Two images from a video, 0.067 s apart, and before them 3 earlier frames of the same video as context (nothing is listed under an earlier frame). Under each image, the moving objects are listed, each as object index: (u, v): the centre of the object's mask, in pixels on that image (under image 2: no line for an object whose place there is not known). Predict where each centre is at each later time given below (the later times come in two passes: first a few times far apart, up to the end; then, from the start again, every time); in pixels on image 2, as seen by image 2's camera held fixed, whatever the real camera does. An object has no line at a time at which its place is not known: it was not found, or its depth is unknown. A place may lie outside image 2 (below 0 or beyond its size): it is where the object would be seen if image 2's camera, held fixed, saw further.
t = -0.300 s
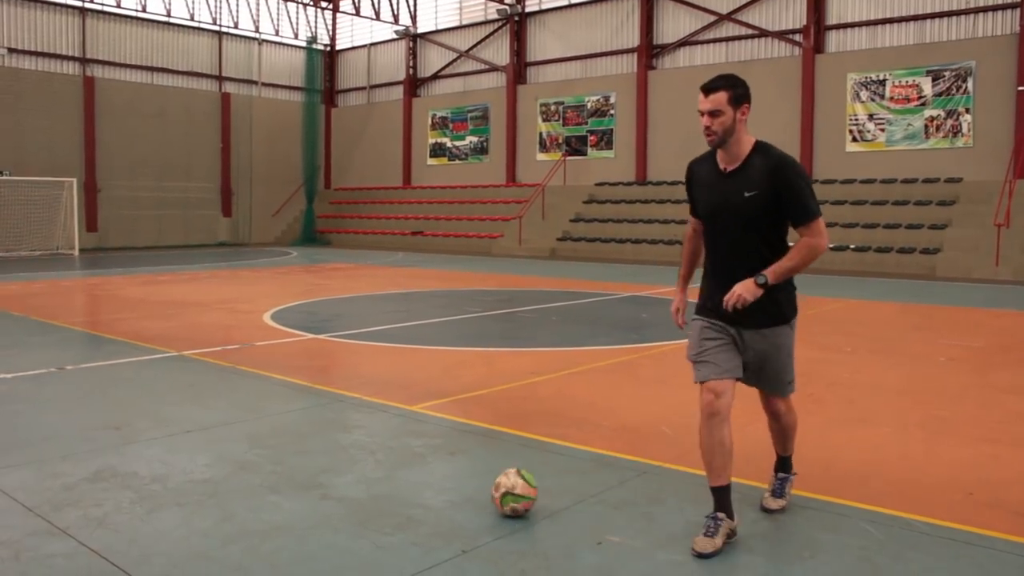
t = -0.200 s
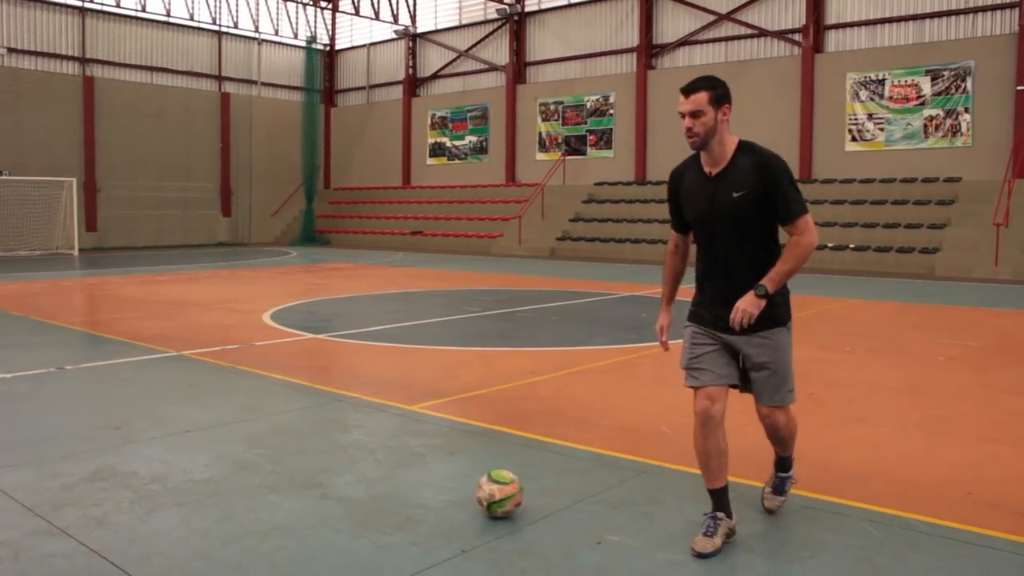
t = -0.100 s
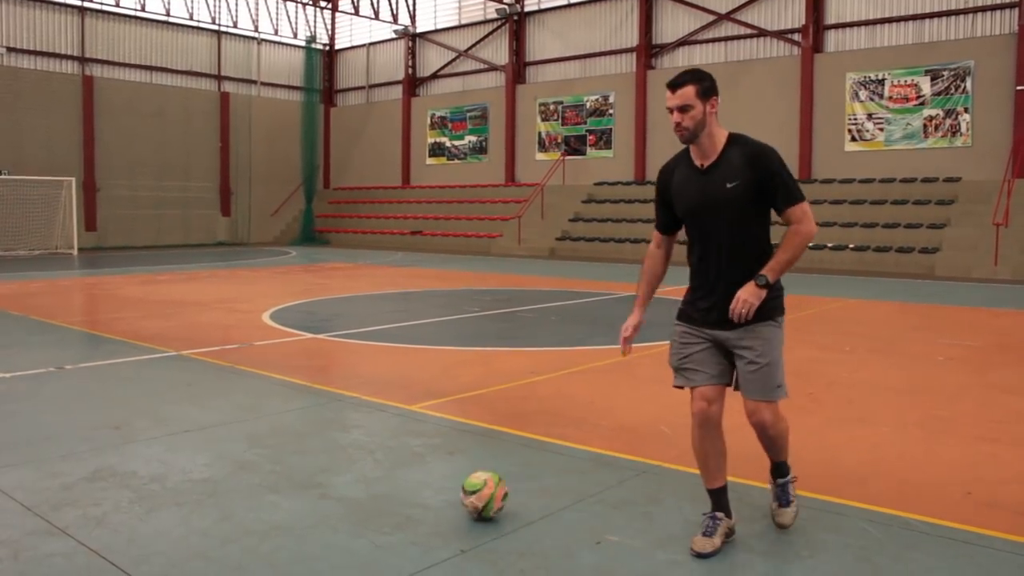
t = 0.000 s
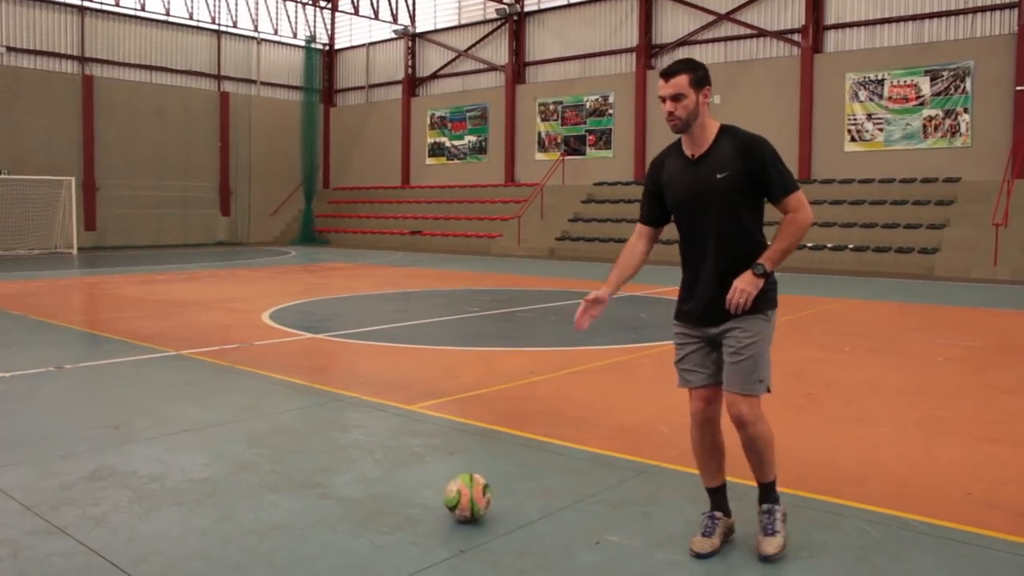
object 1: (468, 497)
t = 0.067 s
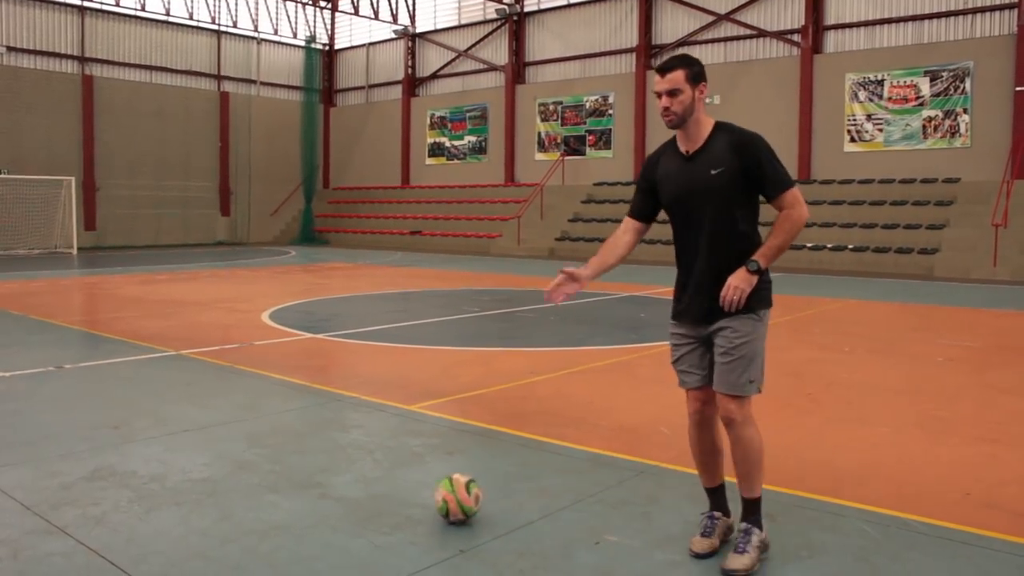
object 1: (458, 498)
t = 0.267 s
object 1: (428, 502)
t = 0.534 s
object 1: (390, 507)
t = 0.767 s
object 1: (355, 511)
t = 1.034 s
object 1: (312, 516)
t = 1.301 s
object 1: (270, 521)
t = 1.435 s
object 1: (250, 523)
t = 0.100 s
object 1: (453, 499)
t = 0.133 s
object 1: (448, 500)
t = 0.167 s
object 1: (443, 500)
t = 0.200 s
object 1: (438, 501)
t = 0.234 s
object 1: (433, 501)
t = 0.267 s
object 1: (428, 502)
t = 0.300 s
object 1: (423, 503)
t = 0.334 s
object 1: (418, 503)
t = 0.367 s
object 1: (414, 504)
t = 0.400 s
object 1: (409, 504)
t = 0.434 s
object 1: (405, 505)
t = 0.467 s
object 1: (400, 506)
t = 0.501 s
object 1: (395, 506)
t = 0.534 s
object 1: (390, 507)
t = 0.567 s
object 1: (385, 507)
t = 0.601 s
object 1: (379, 507)
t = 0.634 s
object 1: (375, 508)
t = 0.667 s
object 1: (370, 508)
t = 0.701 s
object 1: (365, 509)
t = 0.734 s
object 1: (361, 510)
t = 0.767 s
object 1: (355, 511)
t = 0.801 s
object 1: (349, 511)
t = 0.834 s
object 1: (344, 511)
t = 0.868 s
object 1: (339, 512)
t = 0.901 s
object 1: (333, 513)
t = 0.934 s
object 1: (328, 513)
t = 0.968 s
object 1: (323, 514)
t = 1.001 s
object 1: (317, 515)
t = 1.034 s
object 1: (312, 516)
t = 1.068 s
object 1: (307, 516)
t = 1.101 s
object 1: (302, 517)
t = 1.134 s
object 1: (297, 517)
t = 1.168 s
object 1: (292, 517)
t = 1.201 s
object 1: (286, 518)
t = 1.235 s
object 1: (281, 518)
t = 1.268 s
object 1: (275, 519)
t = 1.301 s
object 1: (270, 521)
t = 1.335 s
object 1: (265, 521)
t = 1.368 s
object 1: (260, 522)
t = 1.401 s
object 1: (256, 523)
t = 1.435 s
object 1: (250, 523)
